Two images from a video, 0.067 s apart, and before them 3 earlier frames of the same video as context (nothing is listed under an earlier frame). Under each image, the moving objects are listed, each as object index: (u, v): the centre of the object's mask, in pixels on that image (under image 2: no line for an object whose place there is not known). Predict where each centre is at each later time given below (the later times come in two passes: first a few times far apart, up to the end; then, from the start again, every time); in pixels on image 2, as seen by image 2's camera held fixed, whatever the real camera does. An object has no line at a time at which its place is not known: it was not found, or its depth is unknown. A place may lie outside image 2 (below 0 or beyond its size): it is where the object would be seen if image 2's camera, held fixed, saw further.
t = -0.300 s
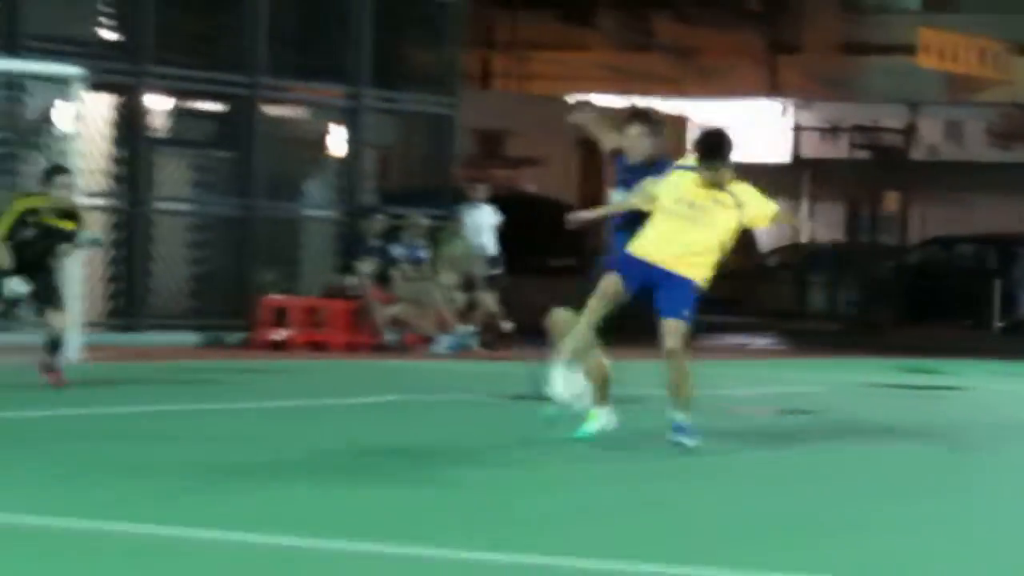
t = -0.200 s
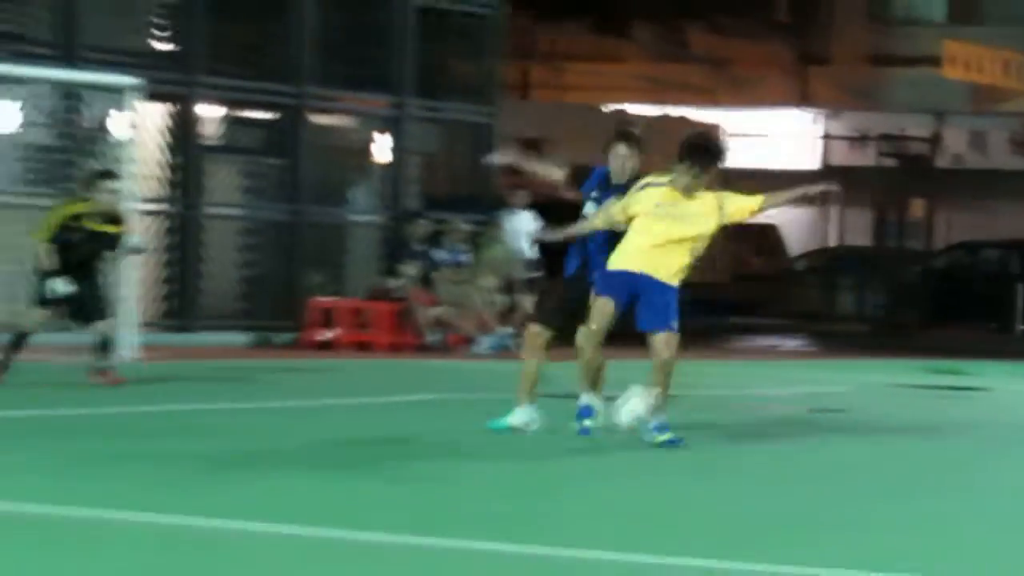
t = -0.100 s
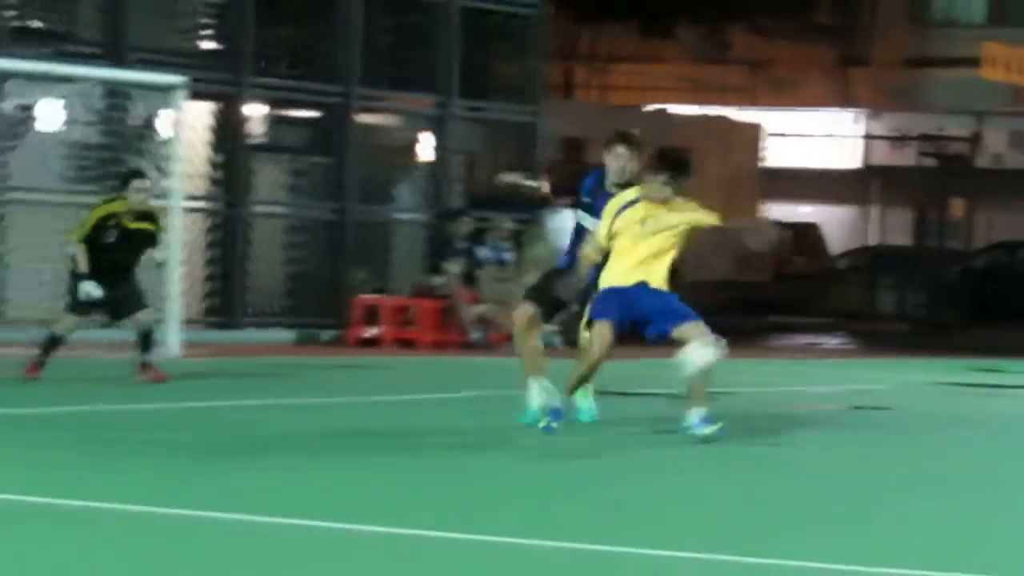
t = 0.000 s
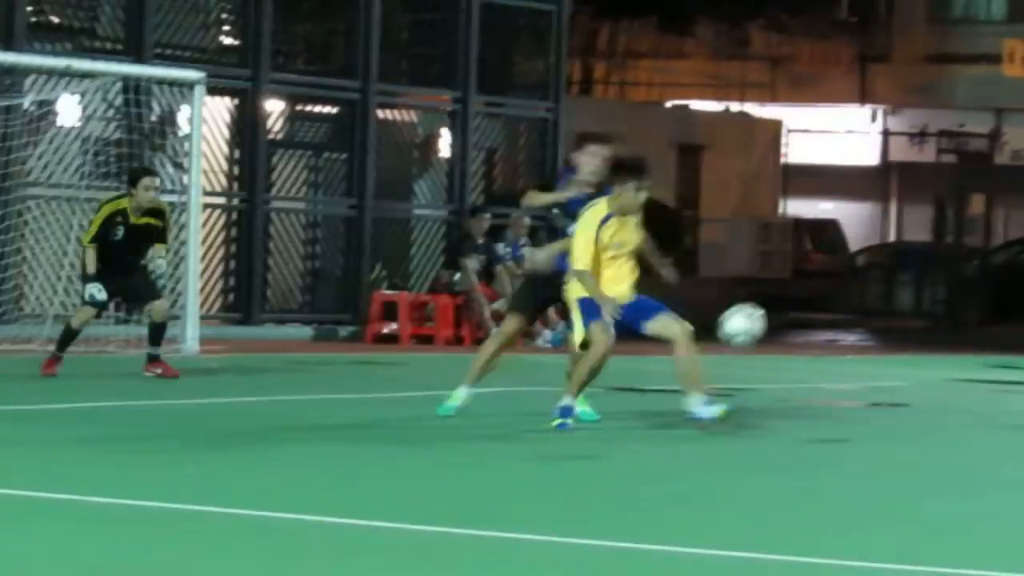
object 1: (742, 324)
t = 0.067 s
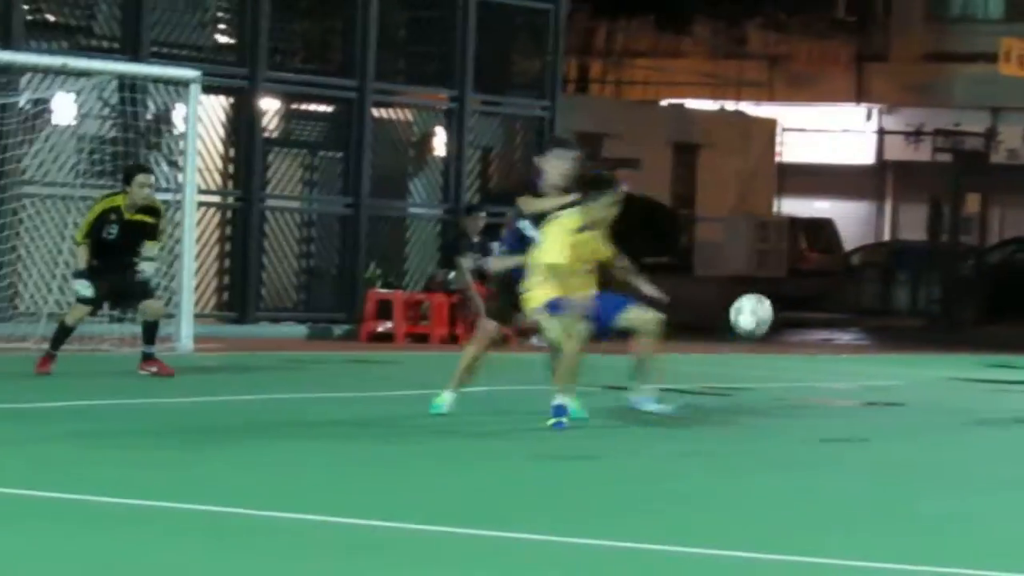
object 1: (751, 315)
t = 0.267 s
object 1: (794, 335)
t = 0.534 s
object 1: (846, 397)
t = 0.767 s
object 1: (890, 351)
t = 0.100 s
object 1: (759, 314)
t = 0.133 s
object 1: (766, 314)
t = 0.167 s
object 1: (773, 316)
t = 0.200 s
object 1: (779, 320)
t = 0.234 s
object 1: (786, 327)
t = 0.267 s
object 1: (794, 335)
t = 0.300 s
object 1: (800, 346)
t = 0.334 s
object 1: (806, 359)
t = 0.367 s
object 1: (813, 375)
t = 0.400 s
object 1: (820, 394)
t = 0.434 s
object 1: (826, 414)
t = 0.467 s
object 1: (832, 426)
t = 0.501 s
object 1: (839, 412)
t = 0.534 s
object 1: (846, 397)
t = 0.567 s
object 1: (851, 384)
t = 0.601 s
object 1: (859, 373)
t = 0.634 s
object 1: (866, 366)
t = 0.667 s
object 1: (873, 358)
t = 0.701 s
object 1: (878, 353)
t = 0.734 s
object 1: (884, 351)
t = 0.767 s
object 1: (890, 351)
